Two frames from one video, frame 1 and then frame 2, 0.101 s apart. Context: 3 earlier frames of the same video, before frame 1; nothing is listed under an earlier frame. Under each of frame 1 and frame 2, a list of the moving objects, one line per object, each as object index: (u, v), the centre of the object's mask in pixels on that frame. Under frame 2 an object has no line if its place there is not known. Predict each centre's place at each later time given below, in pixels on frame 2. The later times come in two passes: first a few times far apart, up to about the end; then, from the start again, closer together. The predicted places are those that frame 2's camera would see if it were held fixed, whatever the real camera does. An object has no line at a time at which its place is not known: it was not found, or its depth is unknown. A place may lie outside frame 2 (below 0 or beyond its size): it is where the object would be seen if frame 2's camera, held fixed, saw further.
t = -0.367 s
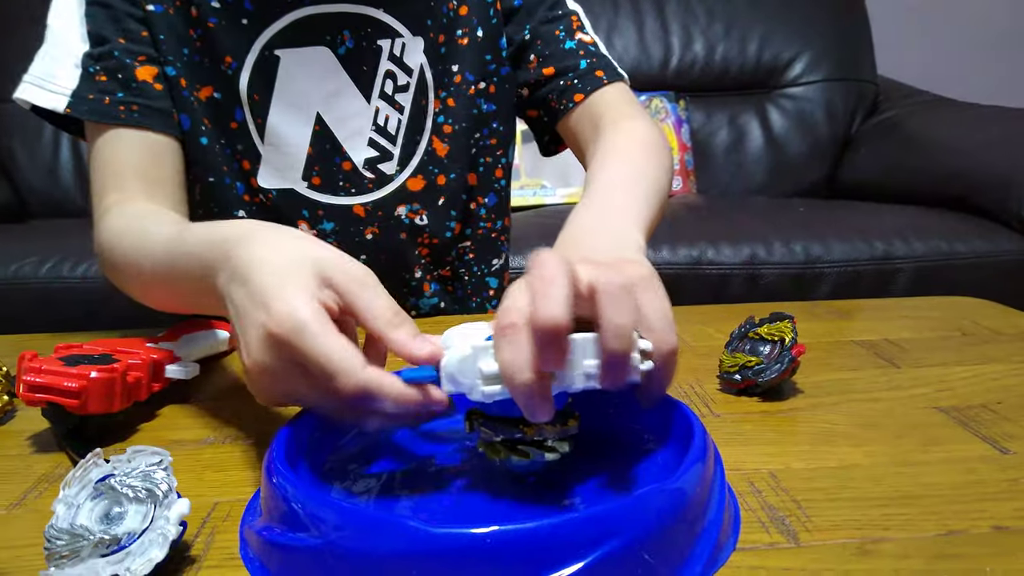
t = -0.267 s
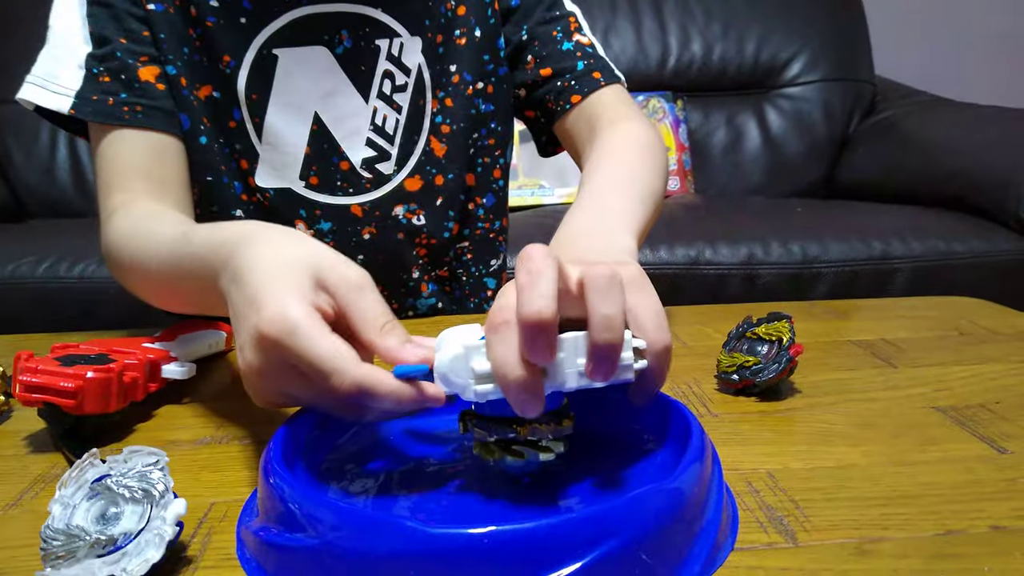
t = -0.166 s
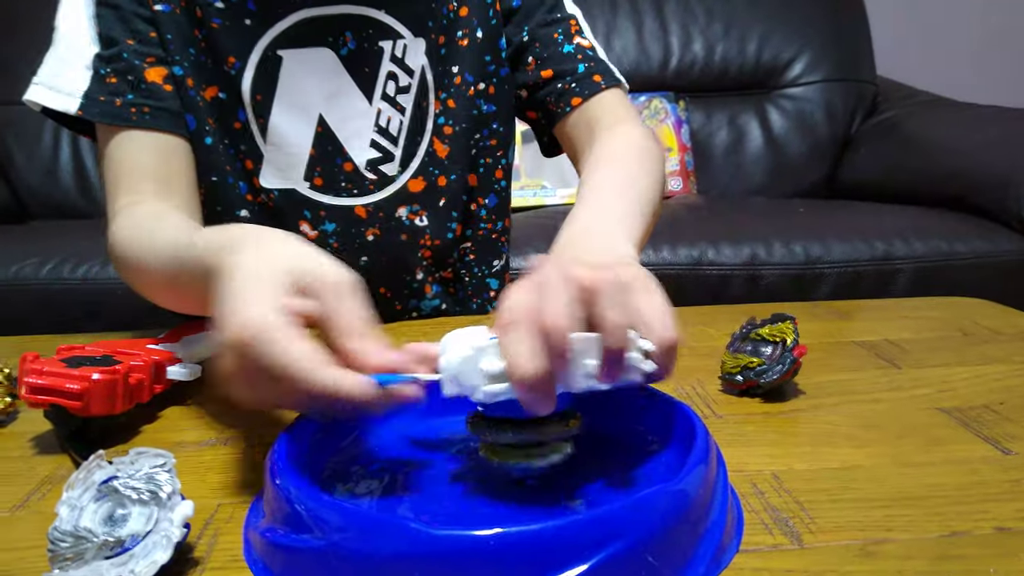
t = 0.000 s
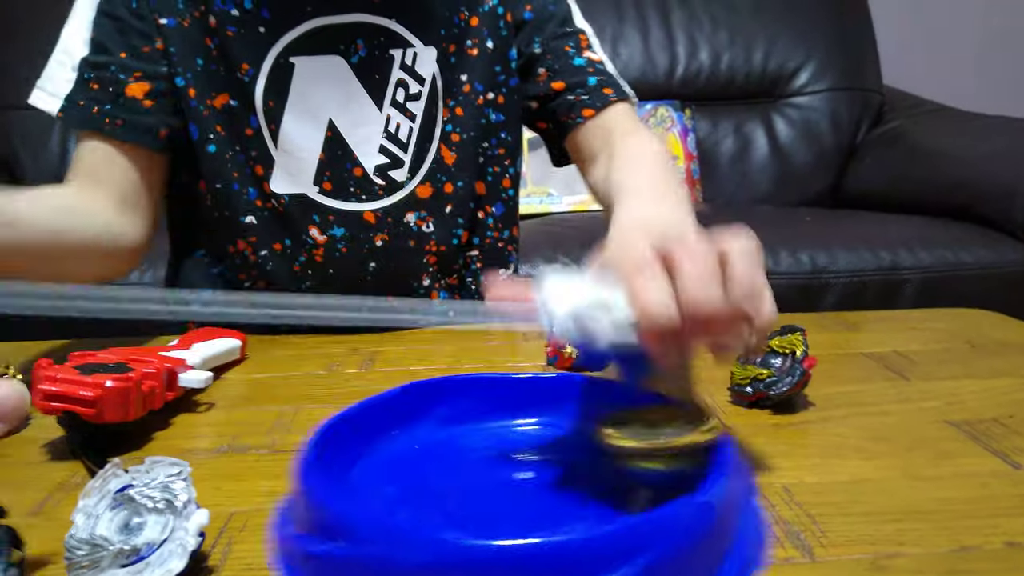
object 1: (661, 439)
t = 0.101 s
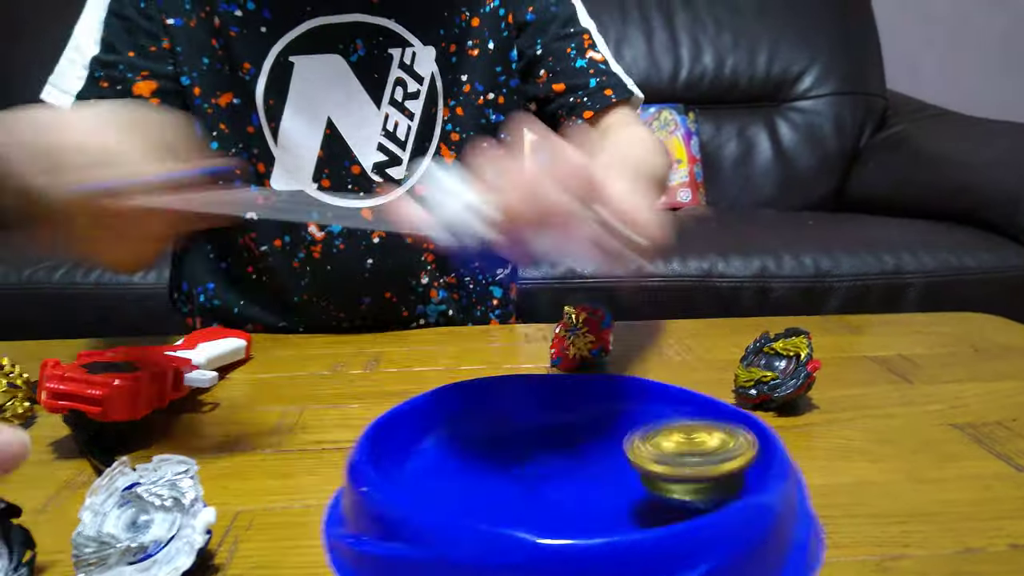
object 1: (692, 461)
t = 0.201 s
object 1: (664, 472)
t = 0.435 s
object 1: (532, 457)
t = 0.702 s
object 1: (537, 405)
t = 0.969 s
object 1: (625, 418)
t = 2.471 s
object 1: (548, 475)
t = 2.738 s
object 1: (535, 412)
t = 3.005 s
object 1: (631, 409)
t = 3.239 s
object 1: (630, 462)
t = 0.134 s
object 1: (688, 465)
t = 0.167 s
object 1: (678, 469)
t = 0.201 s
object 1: (664, 472)
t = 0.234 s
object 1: (644, 474)
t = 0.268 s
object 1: (622, 477)
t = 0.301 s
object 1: (601, 476)
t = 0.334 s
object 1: (580, 473)
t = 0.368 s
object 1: (561, 469)
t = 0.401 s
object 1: (545, 463)
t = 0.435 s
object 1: (532, 457)
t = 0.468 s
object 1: (522, 451)
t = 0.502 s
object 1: (516, 443)
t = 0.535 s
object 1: (513, 435)
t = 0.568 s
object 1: (512, 427)
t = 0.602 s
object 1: (514, 421)
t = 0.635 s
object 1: (519, 415)
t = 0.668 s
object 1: (527, 410)
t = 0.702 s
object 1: (537, 405)
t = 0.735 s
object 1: (547, 402)
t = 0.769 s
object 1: (558, 400)
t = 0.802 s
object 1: (570, 399)
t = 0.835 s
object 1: (582, 399)
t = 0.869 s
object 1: (595, 402)
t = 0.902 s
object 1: (607, 407)
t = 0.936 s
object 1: (617, 411)
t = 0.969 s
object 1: (625, 418)
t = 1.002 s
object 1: (632, 426)
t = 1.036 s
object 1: (637, 435)
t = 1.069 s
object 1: (638, 444)
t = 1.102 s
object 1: (635, 453)
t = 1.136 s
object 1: (627, 460)
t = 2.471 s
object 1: (548, 475)
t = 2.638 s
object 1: (517, 433)
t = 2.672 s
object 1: (521, 425)
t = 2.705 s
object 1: (527, 419)
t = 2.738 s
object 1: (535, 412)
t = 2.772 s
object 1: (547, 407)
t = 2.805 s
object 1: (558, 404)
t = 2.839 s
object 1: (570, 402)
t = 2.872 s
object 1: (583, 400)
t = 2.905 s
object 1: (596, 399)
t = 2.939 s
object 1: (608, 401)
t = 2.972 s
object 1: (620, 405)
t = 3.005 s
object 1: (631, 409)
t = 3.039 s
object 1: (638, 414)
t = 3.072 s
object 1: (644, 420)
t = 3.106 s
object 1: (647, 427)
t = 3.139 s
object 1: (648, 435)
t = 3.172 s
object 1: (647, 444)
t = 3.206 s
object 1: (641, 453)
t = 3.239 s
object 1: (630, 462)
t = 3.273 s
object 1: (614, 468)
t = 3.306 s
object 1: (597, 473)
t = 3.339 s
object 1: (578, 476)
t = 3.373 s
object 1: (558, 479)
